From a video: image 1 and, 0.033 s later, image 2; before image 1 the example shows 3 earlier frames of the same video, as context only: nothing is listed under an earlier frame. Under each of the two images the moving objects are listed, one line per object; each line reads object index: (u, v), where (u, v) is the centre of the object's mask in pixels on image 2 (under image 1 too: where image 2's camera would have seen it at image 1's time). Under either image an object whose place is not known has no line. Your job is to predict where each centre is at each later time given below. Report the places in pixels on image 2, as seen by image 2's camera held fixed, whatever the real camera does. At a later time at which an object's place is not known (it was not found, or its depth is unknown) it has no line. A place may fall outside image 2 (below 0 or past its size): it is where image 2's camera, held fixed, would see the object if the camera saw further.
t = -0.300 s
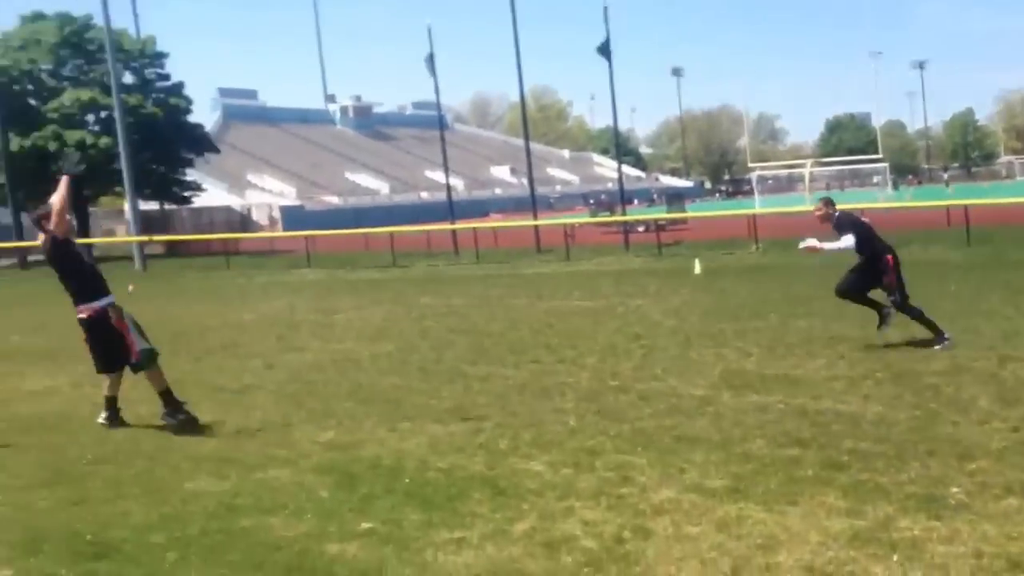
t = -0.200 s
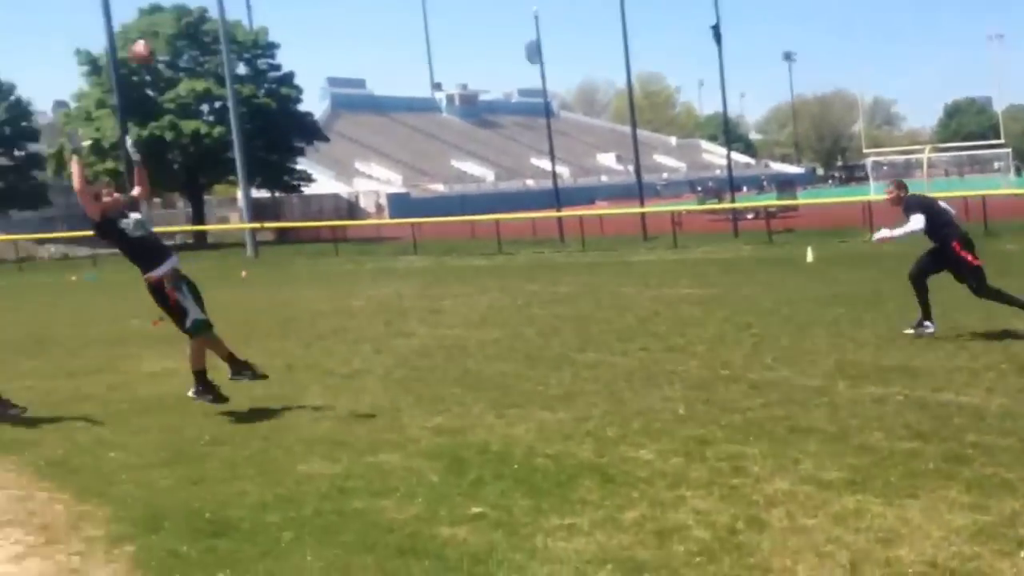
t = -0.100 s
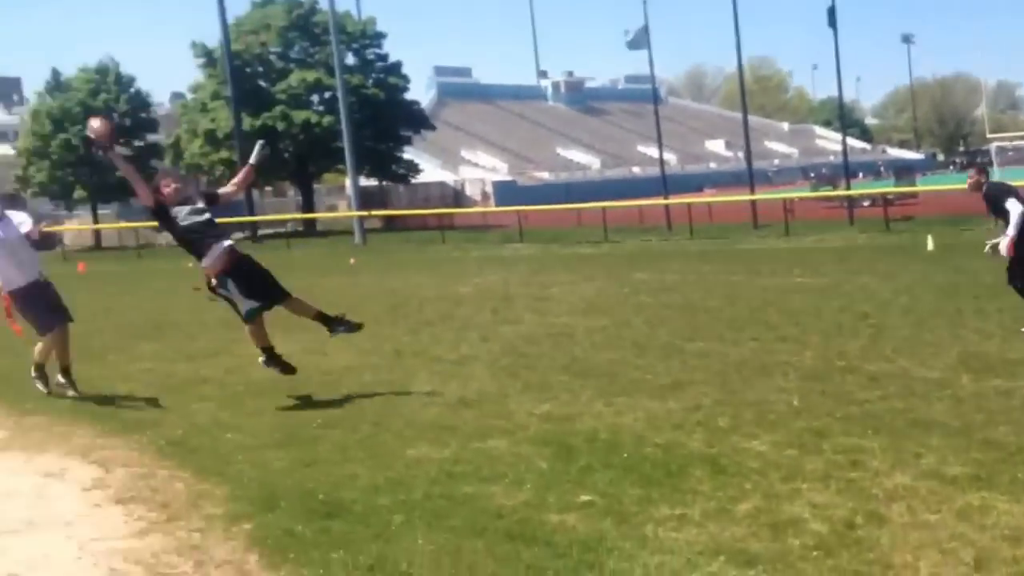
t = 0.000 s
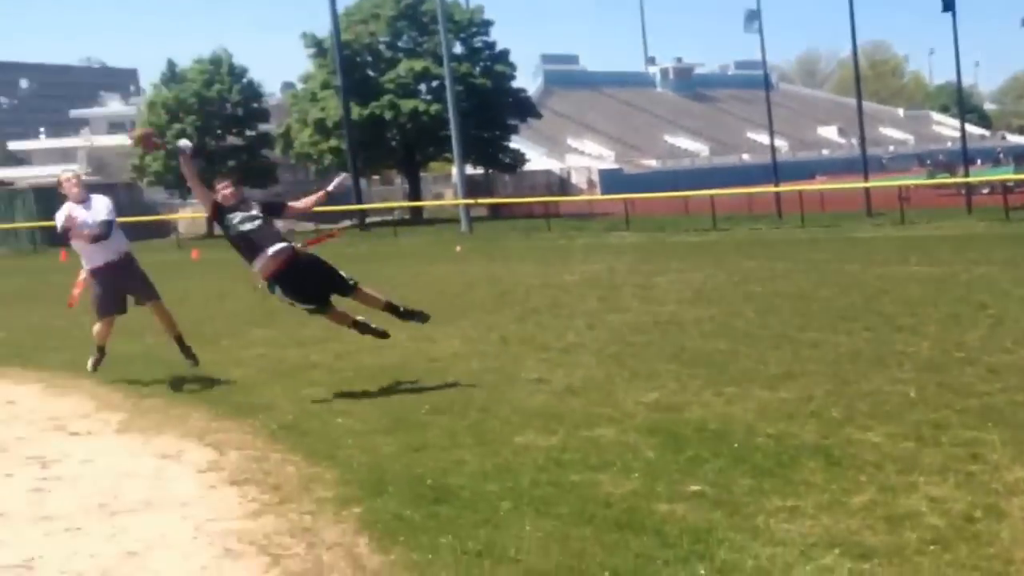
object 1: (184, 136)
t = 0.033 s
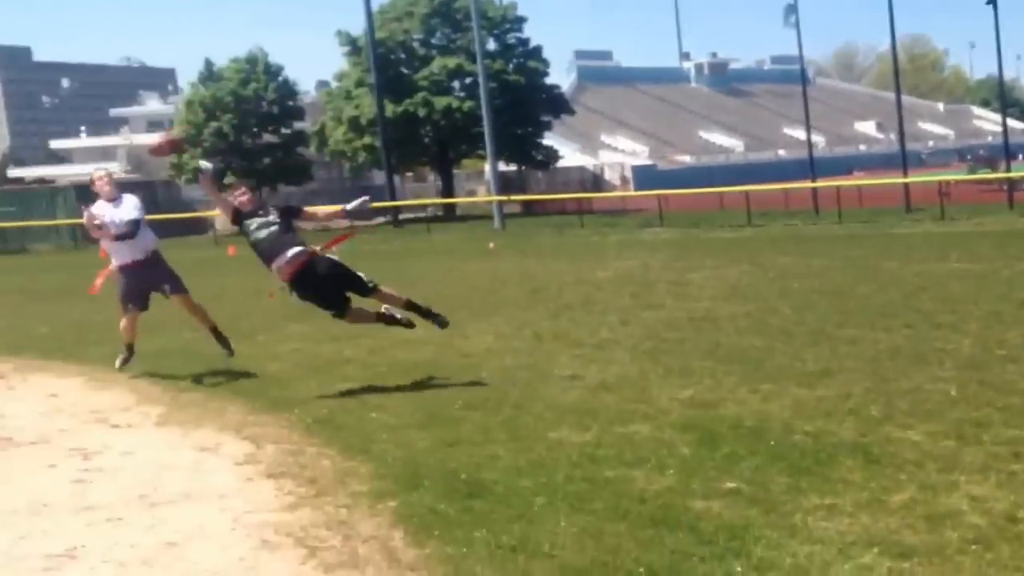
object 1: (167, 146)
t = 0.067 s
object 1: (142, 156)
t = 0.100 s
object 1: (121, 167)
